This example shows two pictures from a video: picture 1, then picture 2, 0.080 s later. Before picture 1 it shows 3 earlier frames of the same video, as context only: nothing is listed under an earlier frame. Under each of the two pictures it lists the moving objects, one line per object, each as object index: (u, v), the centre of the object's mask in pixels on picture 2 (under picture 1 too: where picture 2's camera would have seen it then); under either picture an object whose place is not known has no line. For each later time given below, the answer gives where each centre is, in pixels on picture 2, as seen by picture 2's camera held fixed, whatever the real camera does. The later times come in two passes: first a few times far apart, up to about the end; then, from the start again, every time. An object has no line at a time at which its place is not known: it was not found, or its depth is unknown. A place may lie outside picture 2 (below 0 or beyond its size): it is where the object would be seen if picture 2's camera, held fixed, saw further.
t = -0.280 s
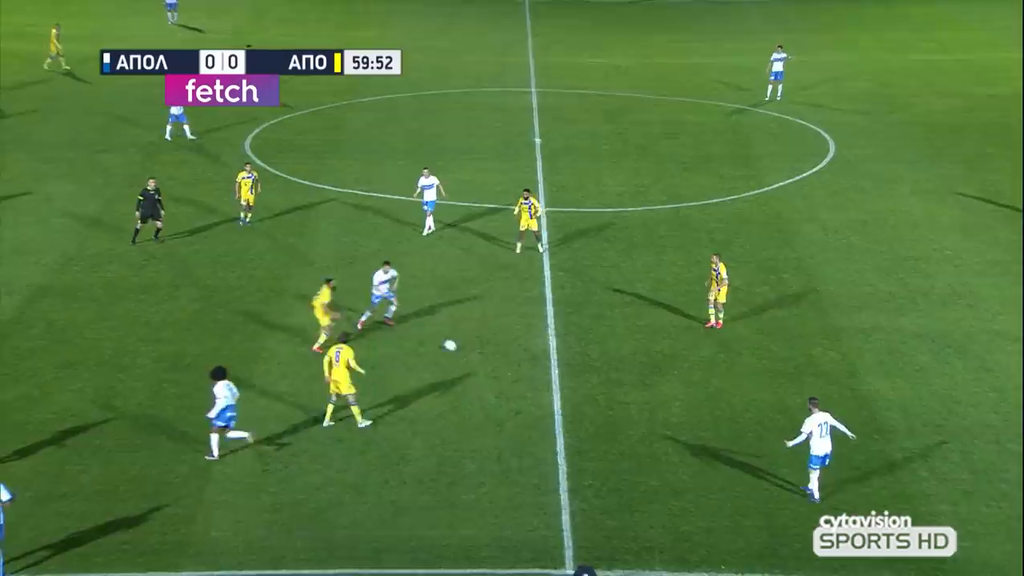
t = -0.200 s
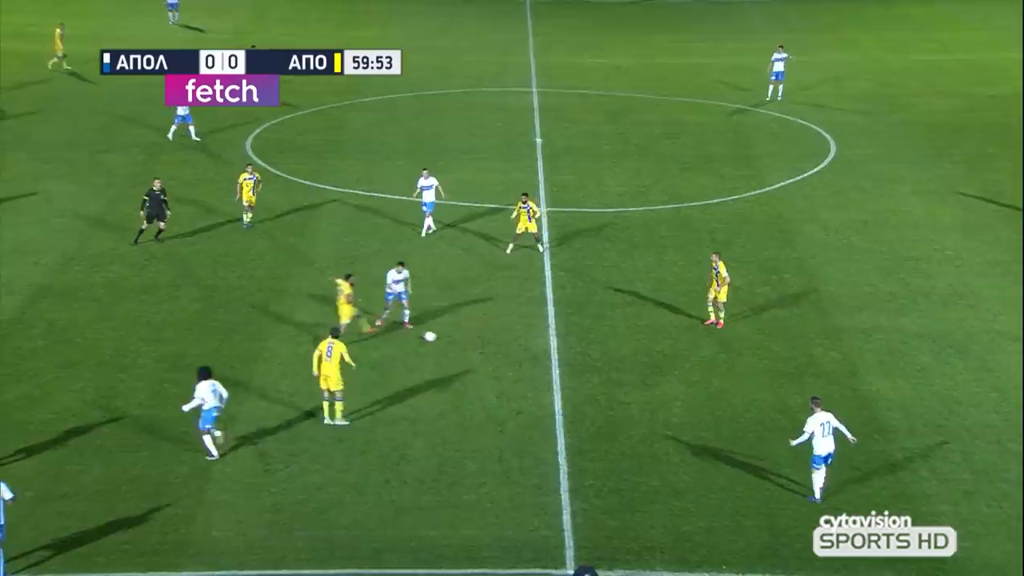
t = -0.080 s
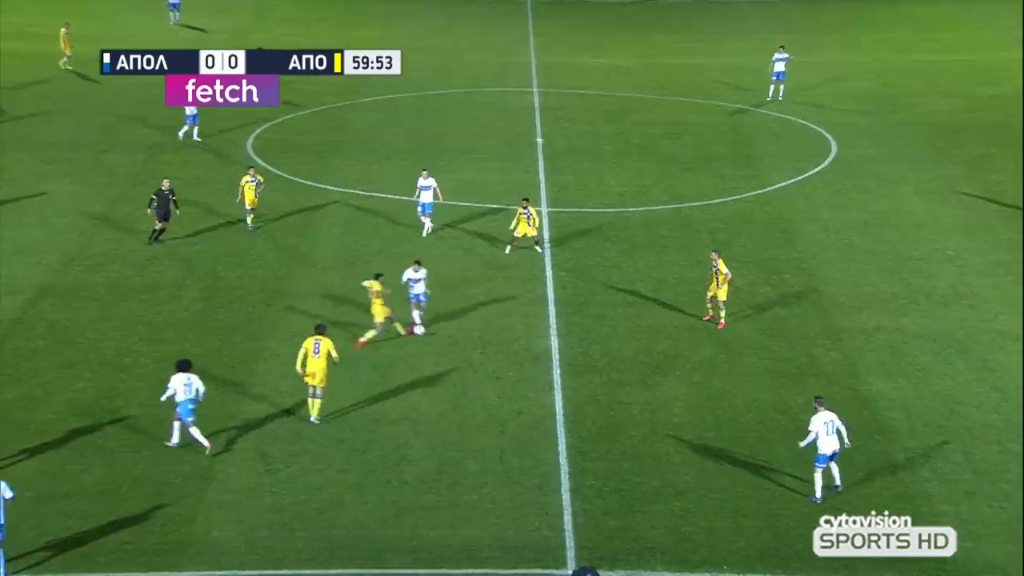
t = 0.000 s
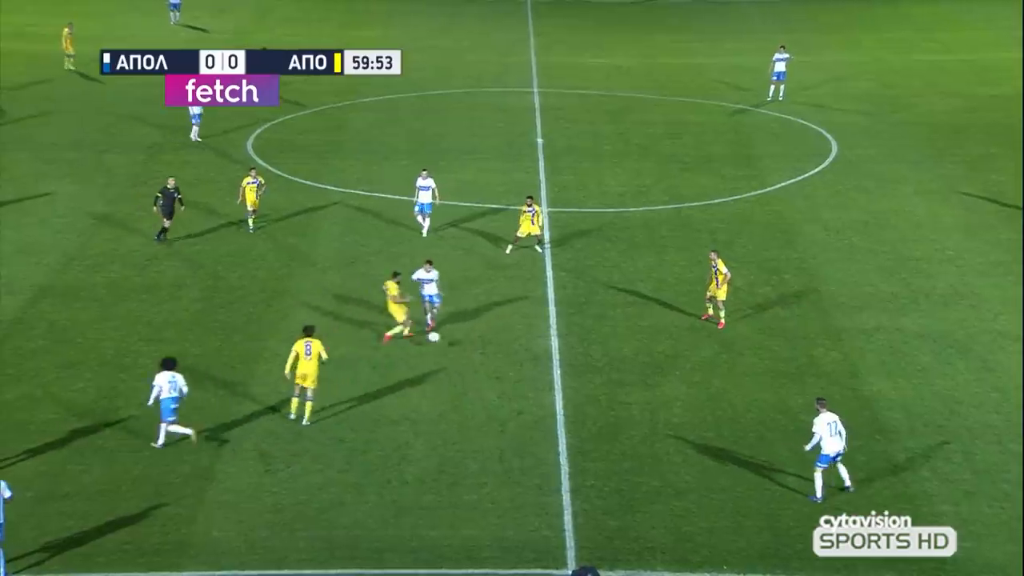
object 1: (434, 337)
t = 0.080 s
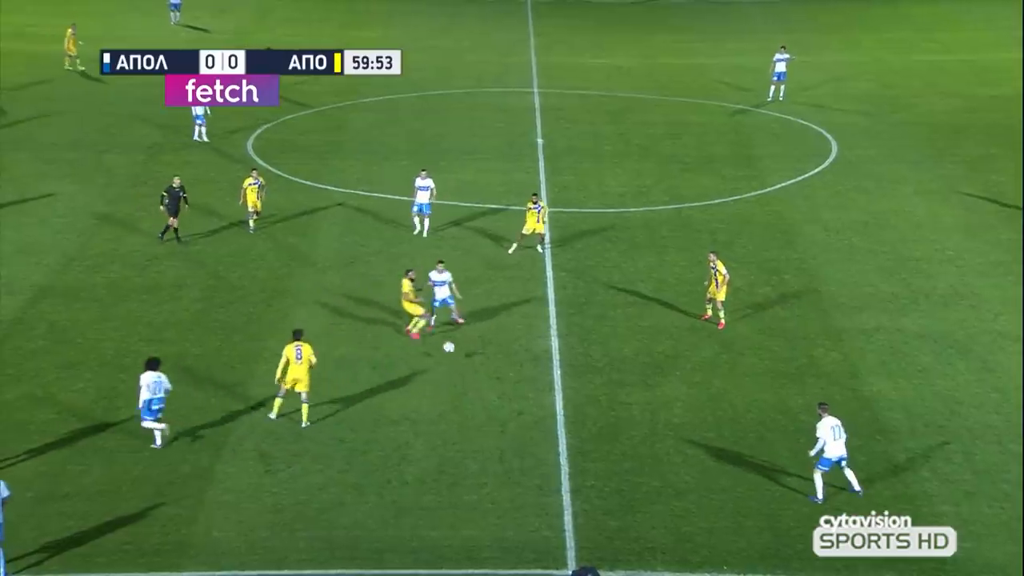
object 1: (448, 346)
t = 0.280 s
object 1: (485, 385)
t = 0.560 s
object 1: (531, 429)
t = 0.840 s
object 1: (571, 481)
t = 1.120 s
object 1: (607, 531)
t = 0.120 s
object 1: (456, 353)
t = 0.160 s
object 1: (463, 360)
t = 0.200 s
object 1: (471, 367)
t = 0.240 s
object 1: (478, 376)
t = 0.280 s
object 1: (485, 385)
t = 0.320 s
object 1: (493, 395)
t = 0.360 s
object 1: (499, 405)
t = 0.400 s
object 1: (506, 409)
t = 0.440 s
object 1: (512, 413)
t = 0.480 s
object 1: (519, 417)
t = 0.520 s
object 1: (525, 423)
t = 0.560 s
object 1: (531, 429)
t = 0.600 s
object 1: (536, 436)
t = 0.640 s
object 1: (543, 445)
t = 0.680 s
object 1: (549, 453)
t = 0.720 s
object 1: (555, 463)
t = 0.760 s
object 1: (561, 473)
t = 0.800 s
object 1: (566, 478)
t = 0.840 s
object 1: (571, 481)
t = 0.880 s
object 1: (577, 486)
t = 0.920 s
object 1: (582, 492)
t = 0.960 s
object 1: (587, 499)
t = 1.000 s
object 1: (592, 507)
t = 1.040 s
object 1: (597, 515)
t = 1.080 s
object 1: (602, 525)
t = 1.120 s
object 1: (607, 531)
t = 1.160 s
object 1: (612, 535)
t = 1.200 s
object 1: (616, 540)
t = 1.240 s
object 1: (621, 546)
